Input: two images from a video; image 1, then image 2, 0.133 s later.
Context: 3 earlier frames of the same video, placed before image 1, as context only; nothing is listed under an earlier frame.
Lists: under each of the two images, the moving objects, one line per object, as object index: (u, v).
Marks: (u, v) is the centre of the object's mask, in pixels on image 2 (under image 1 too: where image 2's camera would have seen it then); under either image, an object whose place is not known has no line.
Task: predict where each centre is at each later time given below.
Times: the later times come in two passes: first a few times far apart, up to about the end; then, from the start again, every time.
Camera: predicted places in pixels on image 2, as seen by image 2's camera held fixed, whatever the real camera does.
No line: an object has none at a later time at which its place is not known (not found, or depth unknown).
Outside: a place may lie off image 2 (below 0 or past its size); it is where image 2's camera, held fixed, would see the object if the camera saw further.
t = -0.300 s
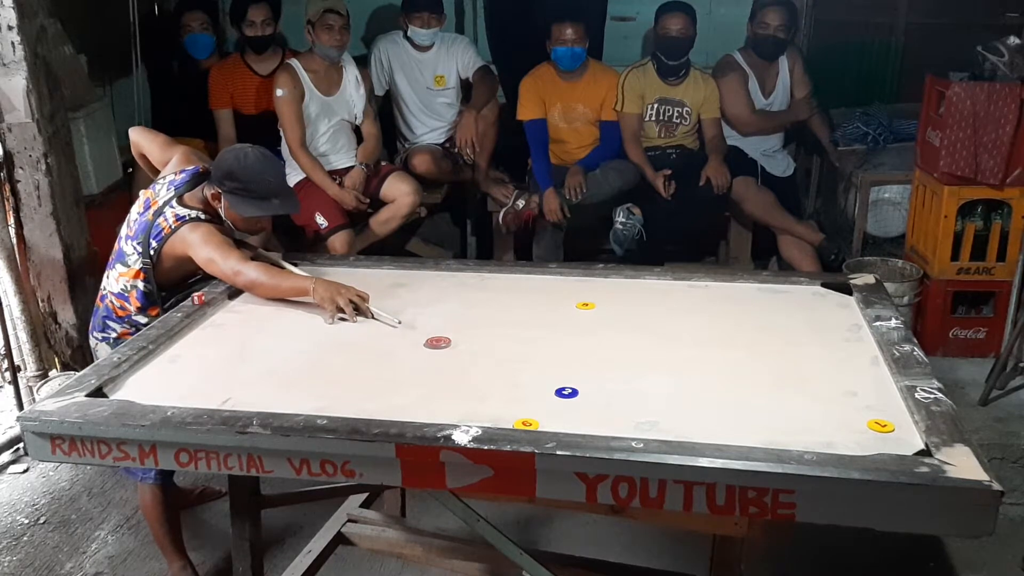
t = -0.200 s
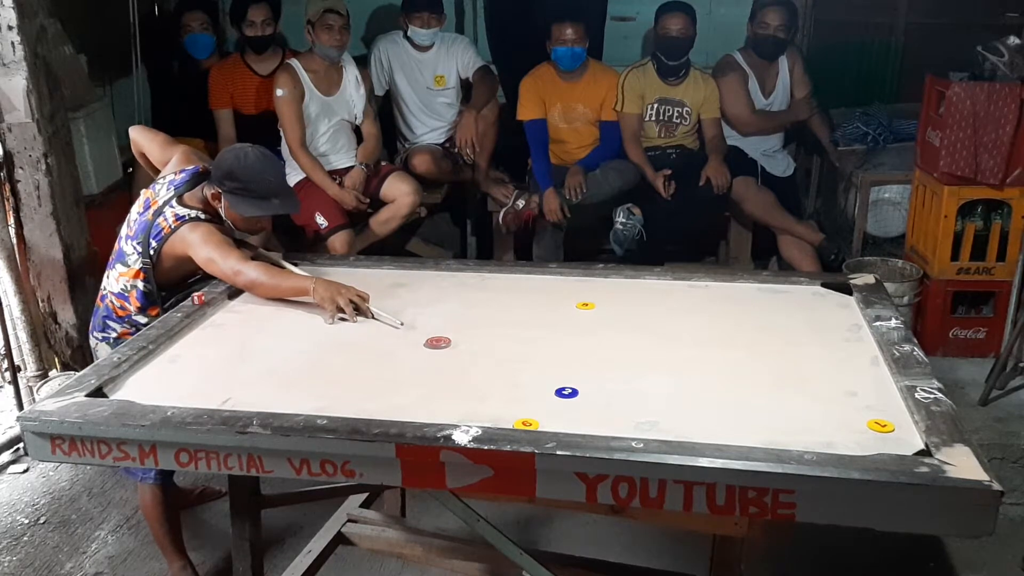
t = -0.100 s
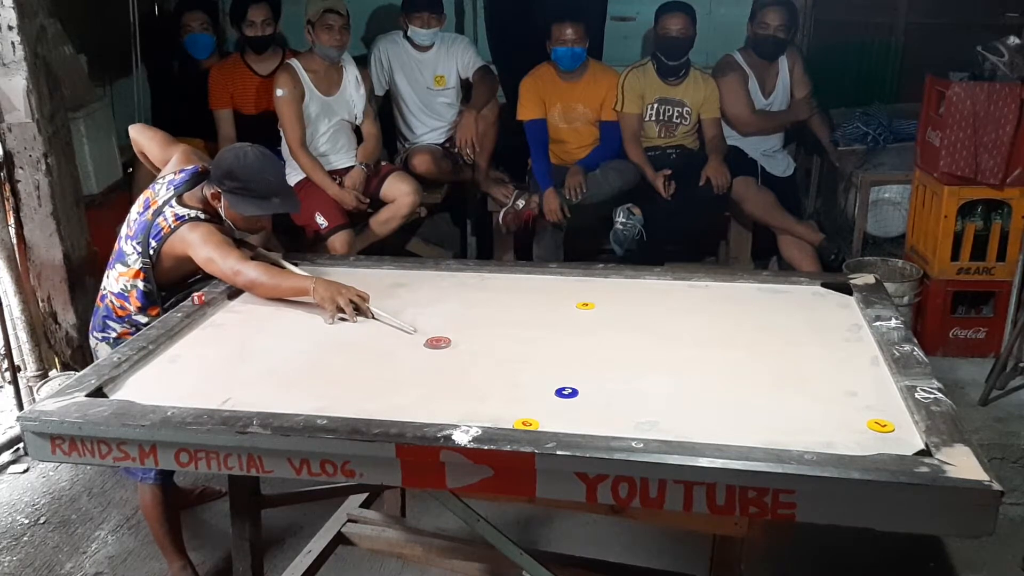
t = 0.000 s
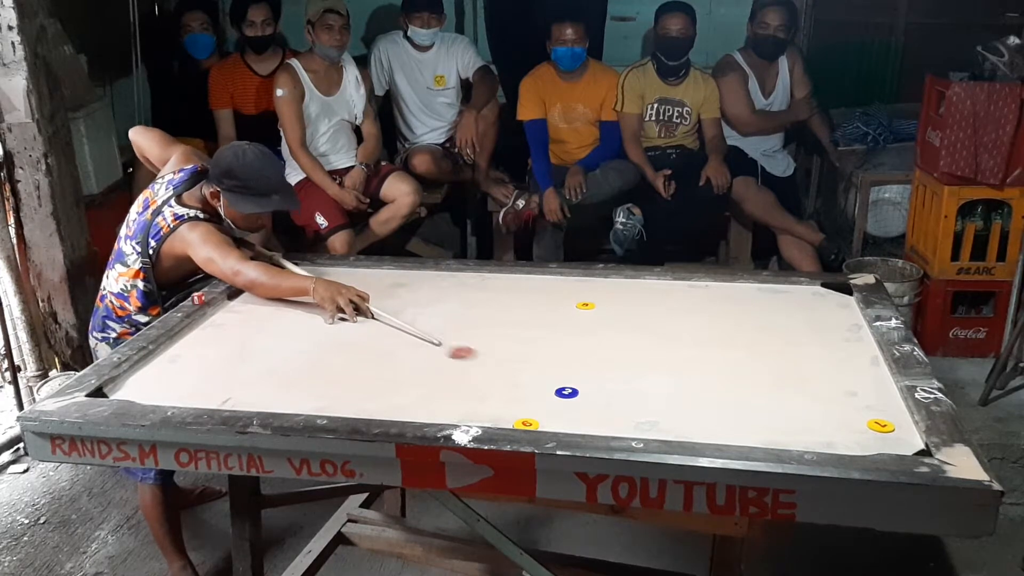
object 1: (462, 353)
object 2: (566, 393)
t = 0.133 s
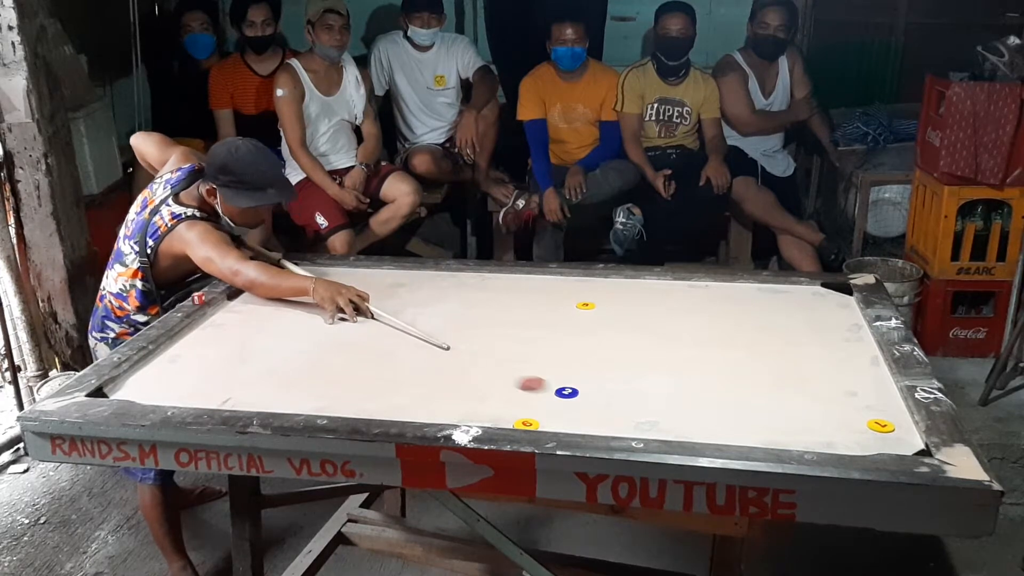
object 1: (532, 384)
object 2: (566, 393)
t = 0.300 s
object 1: (582, 418)
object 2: (723, 425)
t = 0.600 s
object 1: (633, 405)
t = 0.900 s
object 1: (661, 383)
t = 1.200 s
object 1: (676, 370)
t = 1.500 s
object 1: (683, 364)
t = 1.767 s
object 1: (682, 362)
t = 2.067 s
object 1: (682, 362)
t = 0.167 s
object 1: (545, 391)
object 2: (584, 396)
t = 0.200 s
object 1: (555, 398)
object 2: (618, 403)
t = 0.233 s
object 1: (564, 405)
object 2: (652, 410)
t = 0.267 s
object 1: (573, 411)
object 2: (688, 417)
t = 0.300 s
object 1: (582, 418)
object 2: (723, 425)
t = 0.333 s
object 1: (592, 425)
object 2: (760, 432)
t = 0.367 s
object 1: (601, 428)
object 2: (798, 440)
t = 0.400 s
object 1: (606, 426)
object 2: (835, 447)
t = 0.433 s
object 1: (611, 423)
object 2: (871, 451)
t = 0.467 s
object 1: (616, 419)
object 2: (901, 451)
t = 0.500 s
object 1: (620, 415)
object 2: (921, 452)
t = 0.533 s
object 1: (625, 412)
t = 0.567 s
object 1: (629, 408)
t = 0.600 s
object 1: (633, 405)
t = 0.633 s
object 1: (637, 402)
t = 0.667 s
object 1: (641, 399)
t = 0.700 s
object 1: (644, 397)
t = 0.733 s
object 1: (647, 394)
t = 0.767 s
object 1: (650, 392)
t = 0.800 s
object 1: (653, 389)
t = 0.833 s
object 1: (656, 387)
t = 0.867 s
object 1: (658, 385)
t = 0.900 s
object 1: (661, 383)
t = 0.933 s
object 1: (663, 381)
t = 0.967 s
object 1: (665, 379)
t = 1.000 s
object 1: (667, 377)
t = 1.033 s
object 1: (669, 376)
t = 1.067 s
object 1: (671, 374)
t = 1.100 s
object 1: (673, 373)
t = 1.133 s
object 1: (674, 372)
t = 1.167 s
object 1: (675, 371)
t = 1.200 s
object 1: (676, 370)
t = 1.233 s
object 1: (677, 369)
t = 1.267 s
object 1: (678, 368)
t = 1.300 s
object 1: (679, 367)
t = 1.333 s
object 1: (680, 367)
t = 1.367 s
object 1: (680, 366)
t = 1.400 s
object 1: (681, 365)
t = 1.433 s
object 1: (681, 365)
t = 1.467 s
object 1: (682, 364)
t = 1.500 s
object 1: (683, 364)
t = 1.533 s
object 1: (683, 363)
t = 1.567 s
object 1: (683, 363)
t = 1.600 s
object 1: (683, 363)
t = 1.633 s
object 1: (683, 363)
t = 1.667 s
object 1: (683, 363)
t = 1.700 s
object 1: (683, 362)
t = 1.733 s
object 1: (682, 362)
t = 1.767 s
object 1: (682, 362)
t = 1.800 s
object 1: (682, 362)
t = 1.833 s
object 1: (682, 362)
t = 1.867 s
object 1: (682, 362)
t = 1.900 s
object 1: (682, 362)
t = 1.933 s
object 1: (682, 362)
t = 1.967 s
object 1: (682, 362)
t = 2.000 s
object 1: (682, 362)
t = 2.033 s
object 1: (682, 362)
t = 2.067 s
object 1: (682, 362)
